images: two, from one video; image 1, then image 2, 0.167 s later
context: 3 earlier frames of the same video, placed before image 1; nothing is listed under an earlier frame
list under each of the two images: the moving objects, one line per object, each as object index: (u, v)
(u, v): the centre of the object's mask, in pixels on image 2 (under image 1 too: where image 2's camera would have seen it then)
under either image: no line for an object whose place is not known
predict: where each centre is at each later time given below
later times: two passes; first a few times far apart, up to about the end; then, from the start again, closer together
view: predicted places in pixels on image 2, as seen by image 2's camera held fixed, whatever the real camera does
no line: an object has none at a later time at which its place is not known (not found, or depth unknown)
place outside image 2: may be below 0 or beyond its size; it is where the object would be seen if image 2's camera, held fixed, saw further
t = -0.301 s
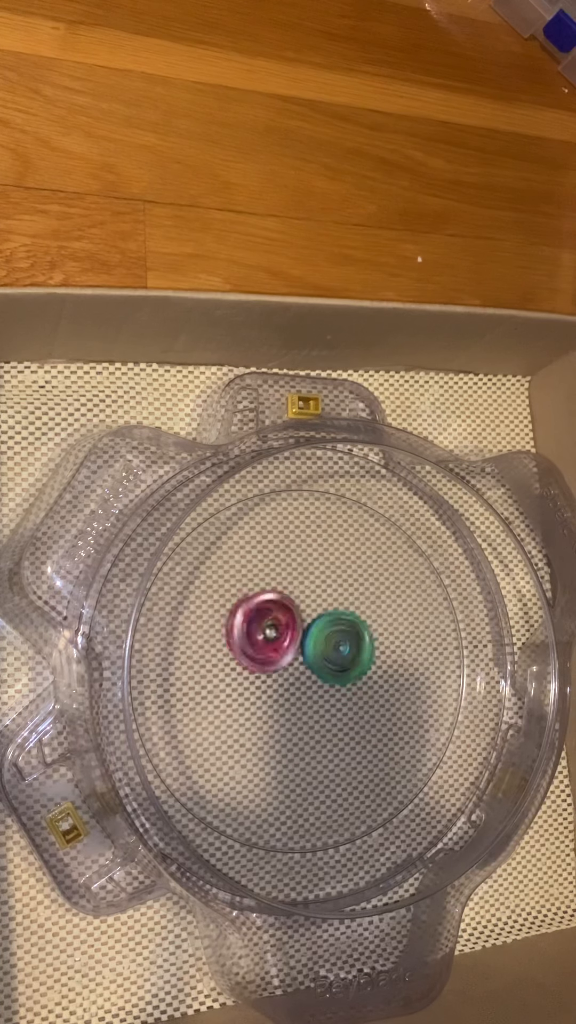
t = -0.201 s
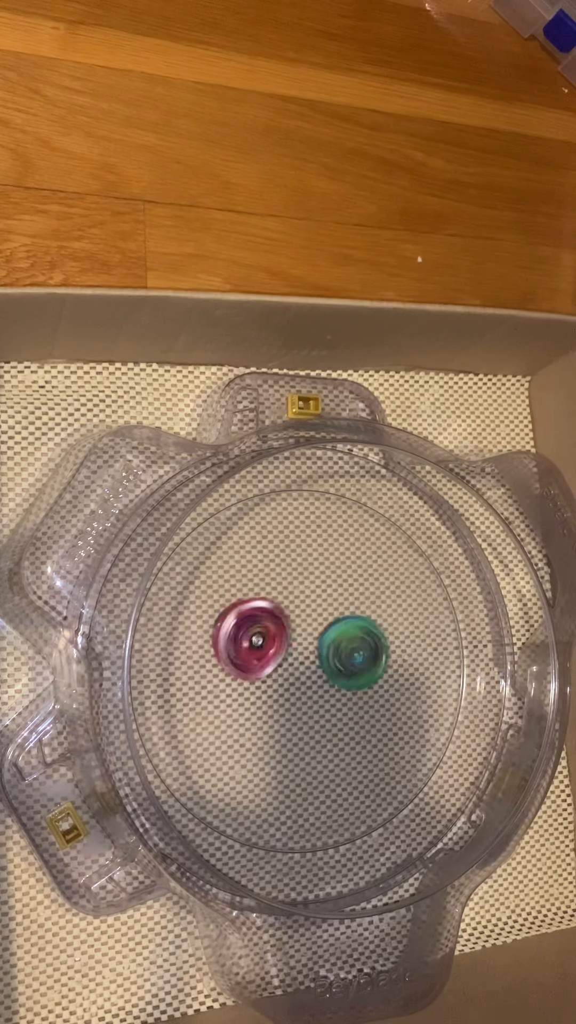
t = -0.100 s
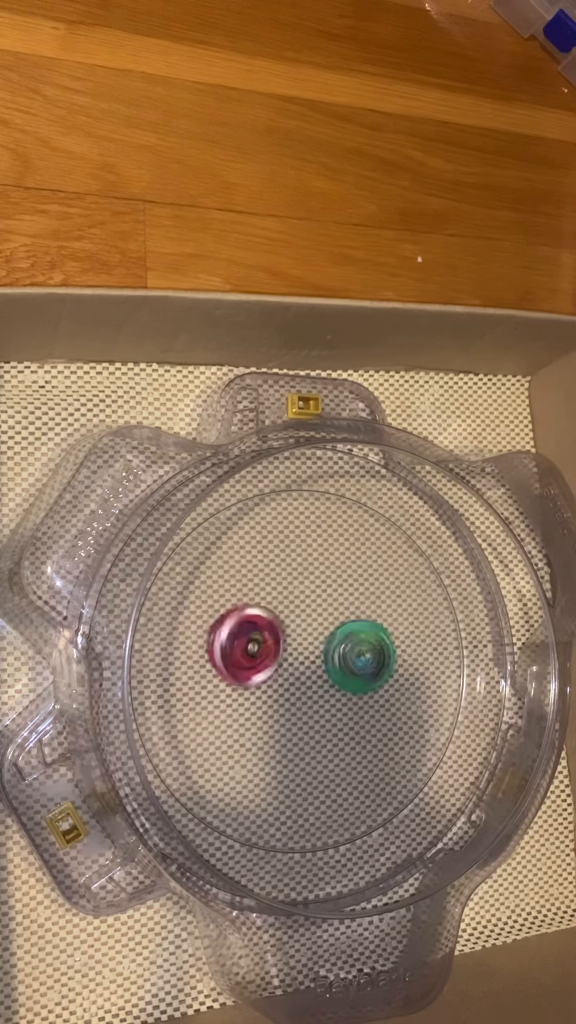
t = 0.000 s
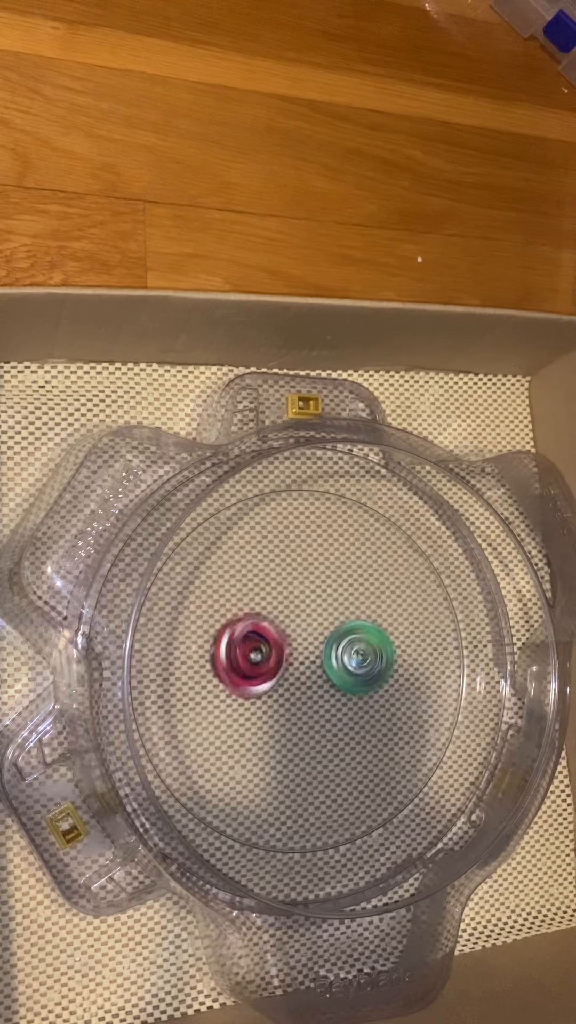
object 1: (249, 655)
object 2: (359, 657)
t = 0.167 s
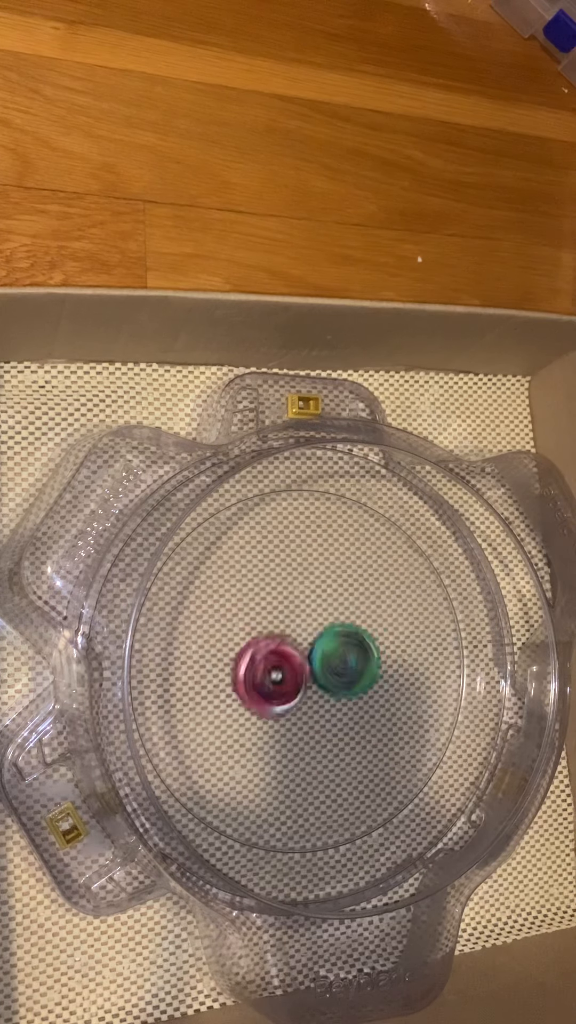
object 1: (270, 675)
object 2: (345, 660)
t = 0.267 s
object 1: (256, 693)
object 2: (348, 668)
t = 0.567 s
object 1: (257, 694)
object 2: (331, 672)
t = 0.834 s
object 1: (255, 685)
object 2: (333, 667)
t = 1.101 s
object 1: (255, 670)
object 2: (340, 657)
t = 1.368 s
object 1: (265, 656)
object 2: (339, 644)
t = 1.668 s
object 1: (264, 650)
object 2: (345, 638)
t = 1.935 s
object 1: (255, 648)
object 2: (354, 661)
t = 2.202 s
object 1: (252, 650)
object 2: (357, 659)
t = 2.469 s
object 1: (259, 653)
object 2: (339, 678)
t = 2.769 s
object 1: (271, 650)
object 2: (344, 682)
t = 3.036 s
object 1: (278, 628)
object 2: (330, 686)
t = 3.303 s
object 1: (288, 632)
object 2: (332, 690)
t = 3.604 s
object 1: (285, 632)
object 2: (330, 693)
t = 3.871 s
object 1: (289, 628)
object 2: (330, 692)
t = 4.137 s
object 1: (287, 628)
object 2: (327, 689)
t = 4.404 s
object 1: (286, 629)
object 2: (326, 690)
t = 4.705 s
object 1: (286, 629)
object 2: (327, 690)
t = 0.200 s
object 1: (265, 683)
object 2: (348, 663)
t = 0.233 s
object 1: (261, 686)
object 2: (348, 667)
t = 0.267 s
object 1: (256, 693)
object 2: (348, 668)
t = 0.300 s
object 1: (254, 695)
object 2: (348, 667)
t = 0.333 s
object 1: (254, 697)
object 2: (347, 667)
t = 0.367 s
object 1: (253, 697)
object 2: (346, 667)
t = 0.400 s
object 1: (252, 698)
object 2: (344, 667)
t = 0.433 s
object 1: (253, 696)
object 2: (341, 667)
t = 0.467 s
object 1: (256, 696)
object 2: (337, 668)
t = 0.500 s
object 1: (260, 695)
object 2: (333, 669)
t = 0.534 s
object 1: (259, 694)
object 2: (332, 670)
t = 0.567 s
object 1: (257, 694)
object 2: (331, 672)
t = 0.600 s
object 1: (259, 694)
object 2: (331, 672)
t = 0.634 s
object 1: (258, 695)
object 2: (330, 670)
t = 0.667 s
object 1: (257, 693)
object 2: (331, 668)
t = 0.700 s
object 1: (256, 692)
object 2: (333, 666)
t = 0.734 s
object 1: (256, 690)
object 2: (335, 666)
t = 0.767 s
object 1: (255, 690)
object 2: (335, 666)
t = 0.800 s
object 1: (255, 688)
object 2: (334, 667)
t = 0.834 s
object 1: (255, 685)
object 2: (333, 667)
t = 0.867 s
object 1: (256, 683)
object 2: (332, 665)
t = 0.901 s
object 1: (258, 680)
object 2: (332, 662)
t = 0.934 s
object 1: (257, 679)
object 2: (334, 660)
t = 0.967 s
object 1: (259, 676)
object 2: (336, 659)
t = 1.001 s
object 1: (261, 673)
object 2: (335, 659)
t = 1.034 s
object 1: (261, 669)
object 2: (335, 659)
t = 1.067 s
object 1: (256, 672)
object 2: (338, 658)
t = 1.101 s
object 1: (255, 670)
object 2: (340, 657)
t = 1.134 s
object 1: (255, 665)
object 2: (342, 654)
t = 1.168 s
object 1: (255, 662)
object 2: (344, 651)
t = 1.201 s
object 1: (253, 662)
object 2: (345, 649)
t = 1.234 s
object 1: (256, 663)
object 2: (343, 648)
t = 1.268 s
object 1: (259, 658)
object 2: (342, 648)
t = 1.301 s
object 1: (262, 654)
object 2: (339, 647)
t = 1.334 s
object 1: (264, 653)
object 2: (339, 644)
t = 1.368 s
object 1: (265, 656)
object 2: (339, 644)
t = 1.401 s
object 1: (267, 656)
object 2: (340, 647)
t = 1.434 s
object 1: (265, 653)
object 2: (343, 648)
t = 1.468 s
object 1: (263, 653)
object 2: (346, 646)
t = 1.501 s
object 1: (263, 653)
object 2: (350, 643)
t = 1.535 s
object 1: (262, 653)
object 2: (353, 642)
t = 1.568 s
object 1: (263, 653)
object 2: (354, 641)
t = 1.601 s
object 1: (263, 652)
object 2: (351, 640)
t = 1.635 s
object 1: (263, 650)
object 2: (347, 637)
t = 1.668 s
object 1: (264, 650)
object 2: (345, 638)
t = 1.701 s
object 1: (267, 648)
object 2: (342, 640)
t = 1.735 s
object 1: (266, 648)
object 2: (341, 645)
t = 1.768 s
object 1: (265, 648)
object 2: (340, 647)
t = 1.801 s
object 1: (265, 647)
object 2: (340, 648)
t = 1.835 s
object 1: (266, 647)
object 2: (341, 651)
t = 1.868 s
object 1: (267, 647)
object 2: (342, 655)
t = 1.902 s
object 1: (260, 646)
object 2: (348, 658)
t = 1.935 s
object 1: (255, 648)
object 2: (354, 661)
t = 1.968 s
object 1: (252, 647)
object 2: (359, 661)
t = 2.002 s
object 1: (250, 644)
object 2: (362, 662)
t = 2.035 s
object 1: (250, 643)
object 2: (364, 661)
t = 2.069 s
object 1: (250, 644)
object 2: (366, 658)
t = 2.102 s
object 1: (252, 645)
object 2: (366, 657)
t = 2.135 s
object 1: (253, 645)
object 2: (363, 658)
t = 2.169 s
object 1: (252, 646)
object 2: (360, 659)
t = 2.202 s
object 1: (252, 650)
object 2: (357, 659)
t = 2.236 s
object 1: (254, 652)
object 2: (351, 658)
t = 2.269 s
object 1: (257, 651)
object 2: (347, 658)
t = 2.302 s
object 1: (262, 649)
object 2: (344, 659)
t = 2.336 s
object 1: (266, 652)
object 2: (339, 665)
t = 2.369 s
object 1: (261, 653)
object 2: (339, 671)
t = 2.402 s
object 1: (256, 655)
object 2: (339, 676)
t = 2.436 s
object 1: (257, 656)
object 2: (339, 678)
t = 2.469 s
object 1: (259, 653)
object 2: (339, 678)
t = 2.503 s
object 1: (261, 649)
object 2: (340, 677)
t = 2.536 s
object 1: (265, 646)
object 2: (341, 679)
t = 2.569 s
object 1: (268, 644)
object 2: (340, 682)
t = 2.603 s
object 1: (272, 645)
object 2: (339, 685)
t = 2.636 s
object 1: (274, 648)
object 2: (339, 685)
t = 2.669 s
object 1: (278, 653)
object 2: (341, 684)
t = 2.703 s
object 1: (277, 653)
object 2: (343, 682)
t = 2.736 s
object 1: (273, 651)
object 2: (344, 682)
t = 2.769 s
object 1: (271, 650)
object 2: (344, 682)
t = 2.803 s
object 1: (270, 646)
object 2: (344, 682)
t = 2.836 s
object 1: (270, 642)
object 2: (342, 683)
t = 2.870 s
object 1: (271, 639)
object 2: (340, 684)
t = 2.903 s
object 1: (273, 635)
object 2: (338, 686)
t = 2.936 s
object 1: (274, 633)
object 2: (335, 687)
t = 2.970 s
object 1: (276, 630)
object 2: (331, 687)
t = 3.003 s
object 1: (278, 628)
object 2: (330, 686)
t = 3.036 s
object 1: (278, 628)
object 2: (330, 686)
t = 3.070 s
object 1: (280, 632)
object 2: (330, 687)
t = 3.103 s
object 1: (281, 636)
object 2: (331, 689)
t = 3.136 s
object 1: (278, 637)
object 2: (332, 689)
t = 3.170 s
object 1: (278, 635)
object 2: (333, 690)
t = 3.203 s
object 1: (279, 636)
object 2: (333, 690)
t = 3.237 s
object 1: (283, 635)
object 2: (332, 690)
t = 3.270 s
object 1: (286, 634)
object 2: (332, 689)
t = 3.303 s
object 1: (288, 632)
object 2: (332, 690)
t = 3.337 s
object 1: (288, 629)
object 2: (333, 690)
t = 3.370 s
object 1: (290, 628)
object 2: (334, 690)
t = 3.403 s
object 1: (289, 627)
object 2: (334, 689)
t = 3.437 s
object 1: (289, 628)
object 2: (334, 687)
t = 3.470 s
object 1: (289, 628)
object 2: (335, 687)
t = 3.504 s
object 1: (288, 629)
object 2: (334, 688)
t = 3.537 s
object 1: (286, 631)
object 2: (333, 690)
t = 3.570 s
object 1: (286, 631)
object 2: (331, 692)
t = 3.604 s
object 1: (285, 632)
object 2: (330, 693)
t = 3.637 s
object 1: (286, 632)
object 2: (330, 693)
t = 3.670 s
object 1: (287, 630)
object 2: (330, 693)
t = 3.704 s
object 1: (289, 629)
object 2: (331, 692)
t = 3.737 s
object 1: (289, 628)
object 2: (331, 692)
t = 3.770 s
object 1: (290, 628)
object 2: (331, 692)
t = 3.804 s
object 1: (289, 628)
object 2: (331, 693)
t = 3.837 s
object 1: (289, 628)
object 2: (331, 692)
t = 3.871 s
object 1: (289, 628)
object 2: (330, 692)
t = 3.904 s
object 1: (288, 629)
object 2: (329, 692)
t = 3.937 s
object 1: (287, 630)
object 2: (328, 692)
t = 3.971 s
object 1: (286, 630)
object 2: (328, 691)
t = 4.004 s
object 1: (284, 630)
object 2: (327, 691)
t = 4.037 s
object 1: (285, 629)
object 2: (327, 690)
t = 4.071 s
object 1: (285, 629)
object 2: (327, 689)
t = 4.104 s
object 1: (286, 628)
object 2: (328, 689)
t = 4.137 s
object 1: (287, 628)
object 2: (327, 689)
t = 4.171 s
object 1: (286, 628)
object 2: (326, 690)
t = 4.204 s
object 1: (286, 629)
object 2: (326, 691)
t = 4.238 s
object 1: (286, 629)
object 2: (326, 691)
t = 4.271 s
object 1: (286, 629)
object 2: (326, 691)
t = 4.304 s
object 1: (286, 629)
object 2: (326, 690)
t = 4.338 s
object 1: (286, 629)
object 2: (327, 690)
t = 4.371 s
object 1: (286, 629)
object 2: (327, 690)
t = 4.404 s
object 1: (286, 629)
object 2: (326, 690)
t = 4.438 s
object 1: (286, 629)
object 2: (326, 690)
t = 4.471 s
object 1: (286, 629)
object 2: (326, 690)
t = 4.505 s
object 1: (286, 629)
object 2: (326, 690)
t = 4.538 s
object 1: (286, 629)
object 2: (327, 690)
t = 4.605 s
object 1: (286, 629)
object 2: (326, 690)
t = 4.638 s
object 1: (286, 629)
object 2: (327, 690)
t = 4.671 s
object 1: (286, 629)
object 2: (327, 690)
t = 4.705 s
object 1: (286, 629)
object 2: (327, 690)
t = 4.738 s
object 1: (286, 629)
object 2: (327, 690)
